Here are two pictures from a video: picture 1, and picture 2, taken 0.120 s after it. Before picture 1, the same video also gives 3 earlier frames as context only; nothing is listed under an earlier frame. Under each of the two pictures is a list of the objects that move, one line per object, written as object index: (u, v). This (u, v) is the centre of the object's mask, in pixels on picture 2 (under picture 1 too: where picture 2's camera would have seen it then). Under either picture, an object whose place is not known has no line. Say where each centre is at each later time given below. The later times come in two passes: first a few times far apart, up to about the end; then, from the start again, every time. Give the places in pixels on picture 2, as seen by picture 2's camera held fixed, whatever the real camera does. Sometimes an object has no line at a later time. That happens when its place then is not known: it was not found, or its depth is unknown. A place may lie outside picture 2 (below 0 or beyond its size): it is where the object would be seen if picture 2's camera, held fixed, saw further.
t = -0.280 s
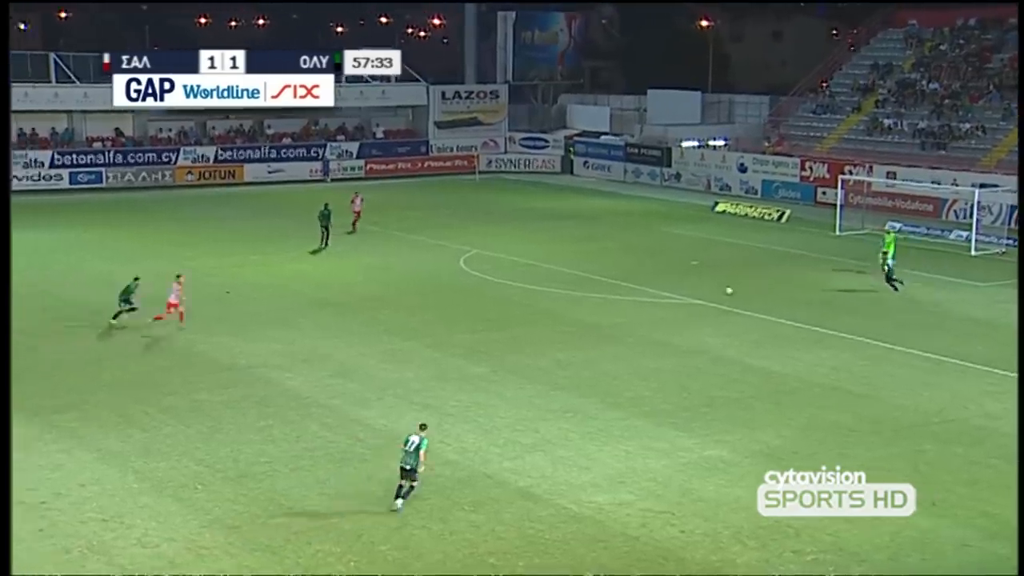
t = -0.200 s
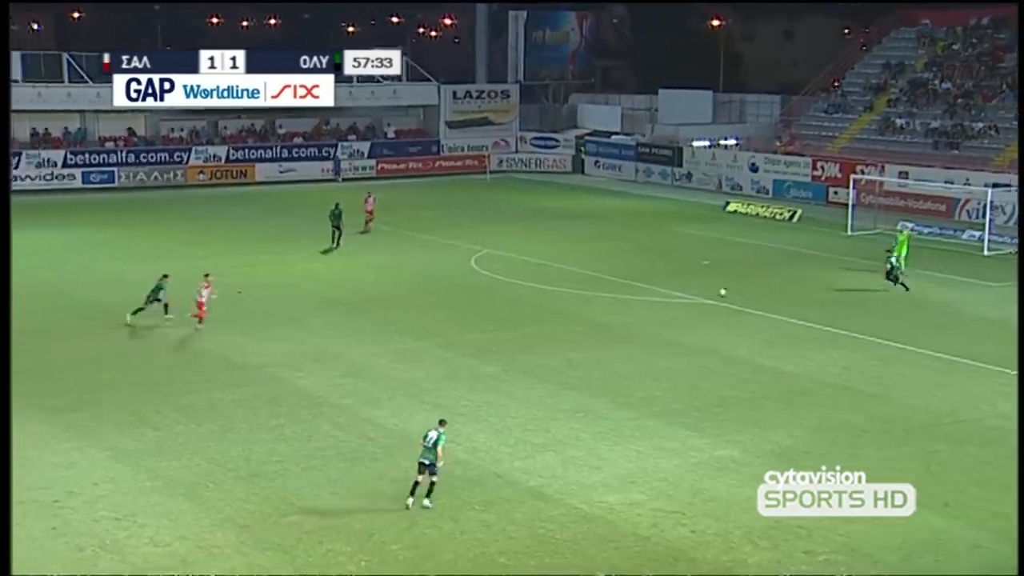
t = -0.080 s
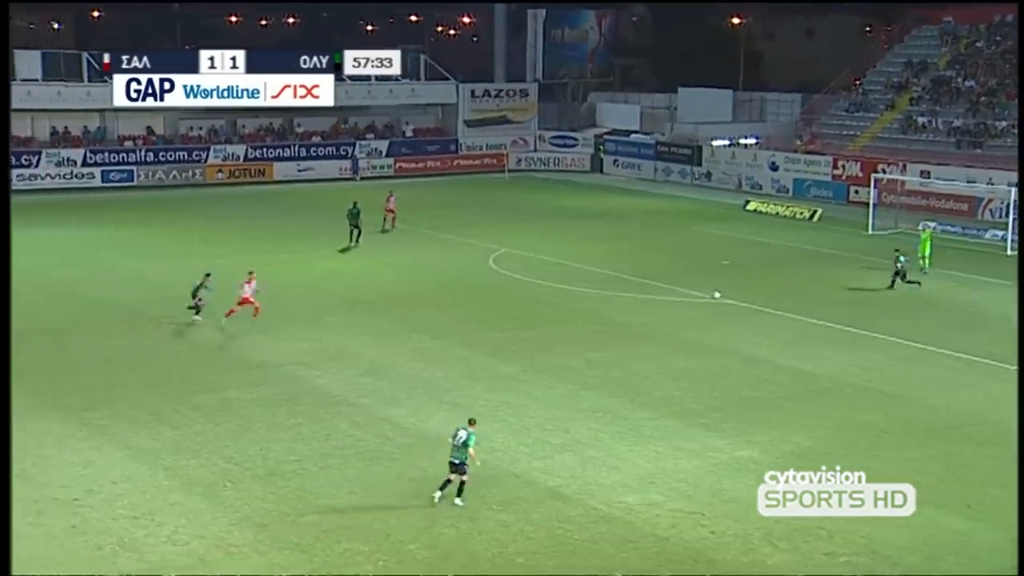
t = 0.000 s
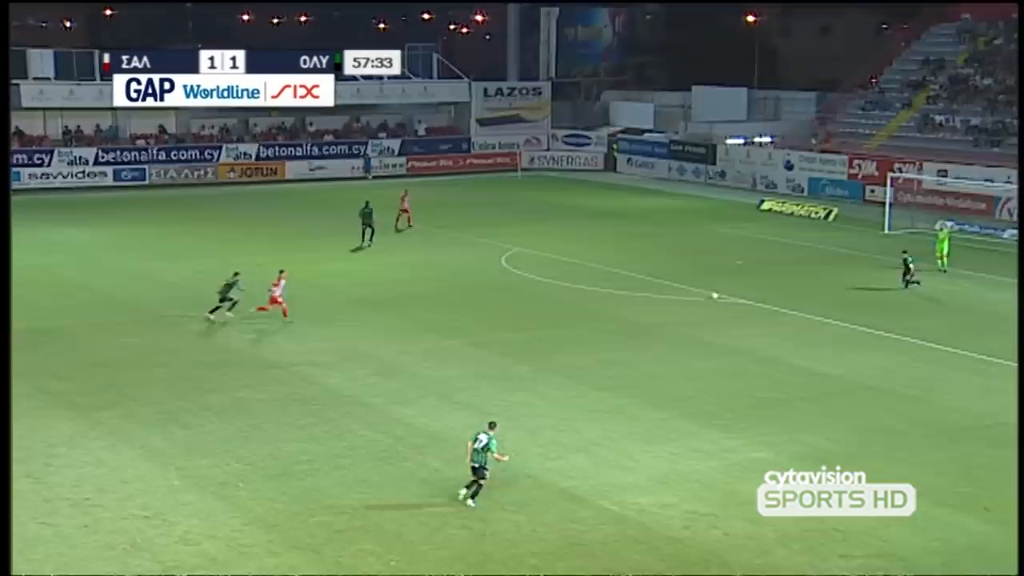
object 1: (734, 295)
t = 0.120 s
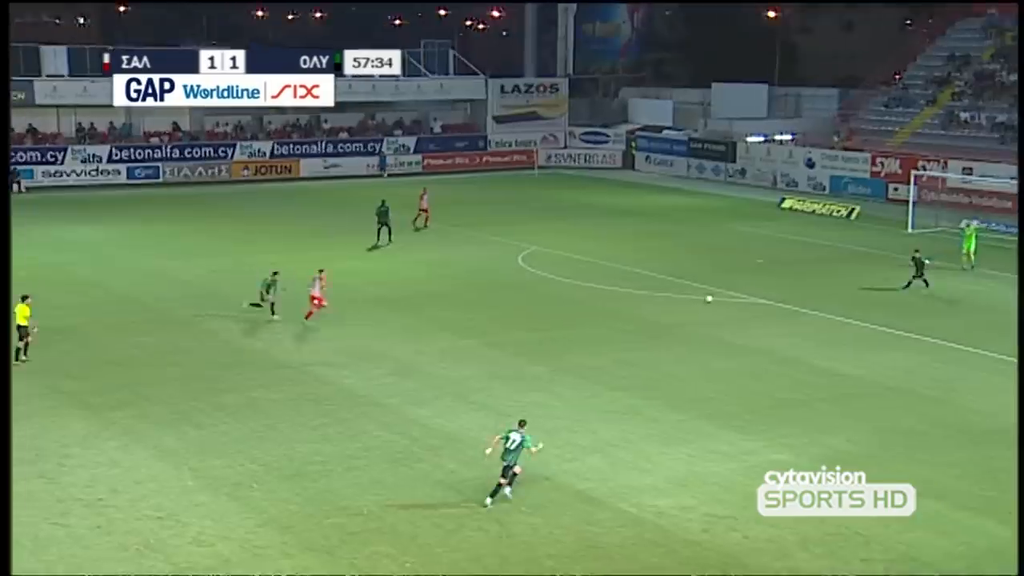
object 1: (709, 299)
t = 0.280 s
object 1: (677, 301)
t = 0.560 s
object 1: (623, 306)
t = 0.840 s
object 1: (571, 312)
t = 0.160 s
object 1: (701, 299)
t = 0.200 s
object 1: (693, 299)
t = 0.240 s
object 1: (685, 300)
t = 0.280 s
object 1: (677, 301)
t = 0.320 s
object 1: (669, 303)
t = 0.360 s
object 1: (662, 303)
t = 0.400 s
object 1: (654, 303)
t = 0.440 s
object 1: (646, 305)
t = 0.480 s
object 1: (638, 306)
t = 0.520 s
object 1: (630, 306)
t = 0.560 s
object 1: (623, 306)
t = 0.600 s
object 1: (615, 307)
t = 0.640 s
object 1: (607, 309)
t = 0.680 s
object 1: (599, 308)
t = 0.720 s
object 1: (592, 309)
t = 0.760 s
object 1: (585, 311)
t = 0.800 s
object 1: (578, 312)
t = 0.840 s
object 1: (571, 312)
